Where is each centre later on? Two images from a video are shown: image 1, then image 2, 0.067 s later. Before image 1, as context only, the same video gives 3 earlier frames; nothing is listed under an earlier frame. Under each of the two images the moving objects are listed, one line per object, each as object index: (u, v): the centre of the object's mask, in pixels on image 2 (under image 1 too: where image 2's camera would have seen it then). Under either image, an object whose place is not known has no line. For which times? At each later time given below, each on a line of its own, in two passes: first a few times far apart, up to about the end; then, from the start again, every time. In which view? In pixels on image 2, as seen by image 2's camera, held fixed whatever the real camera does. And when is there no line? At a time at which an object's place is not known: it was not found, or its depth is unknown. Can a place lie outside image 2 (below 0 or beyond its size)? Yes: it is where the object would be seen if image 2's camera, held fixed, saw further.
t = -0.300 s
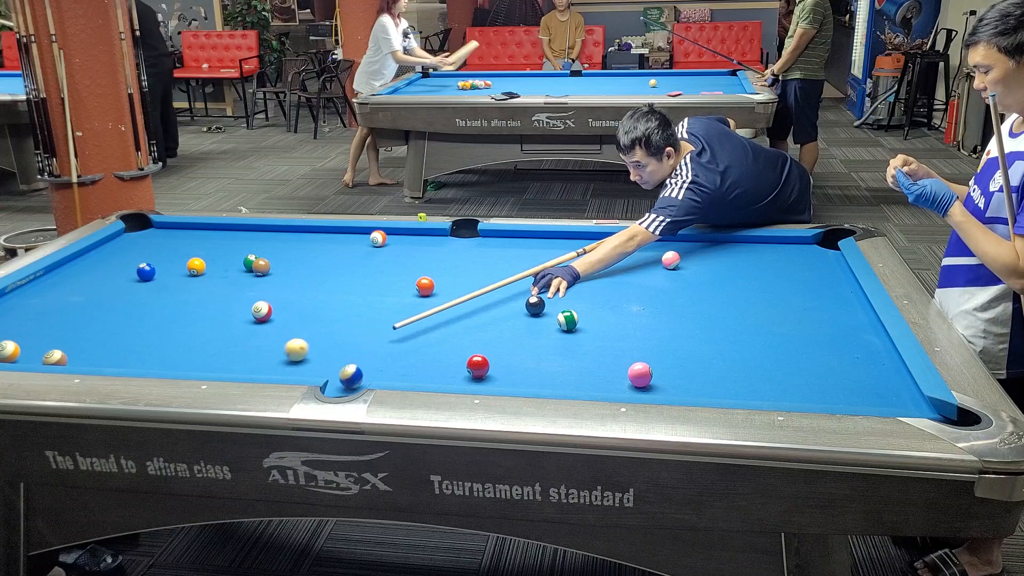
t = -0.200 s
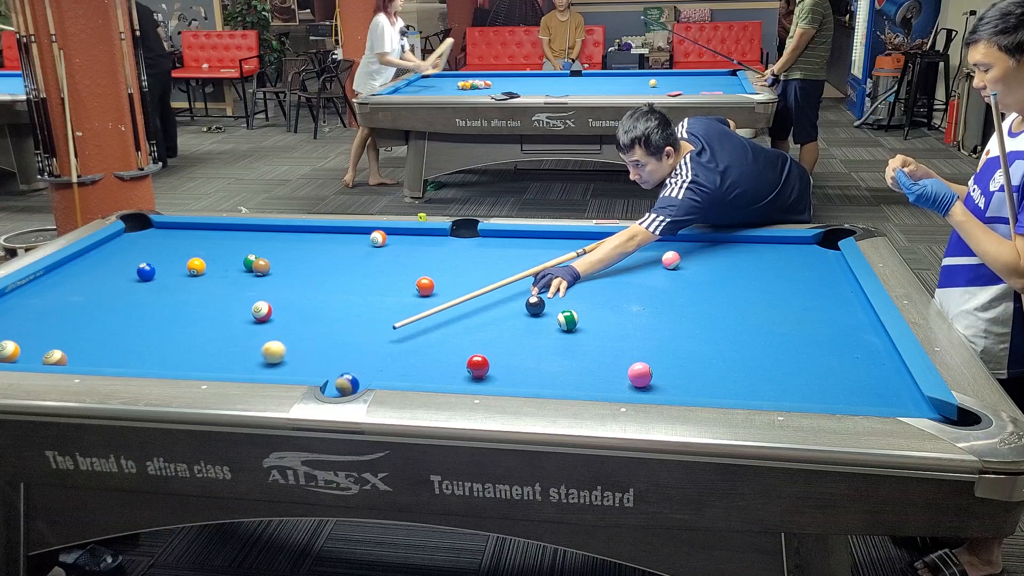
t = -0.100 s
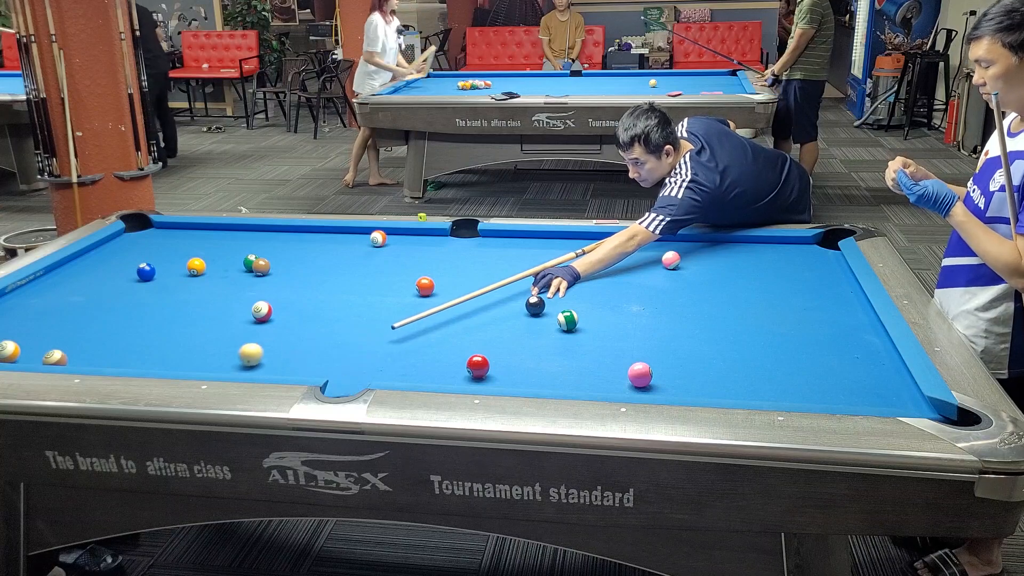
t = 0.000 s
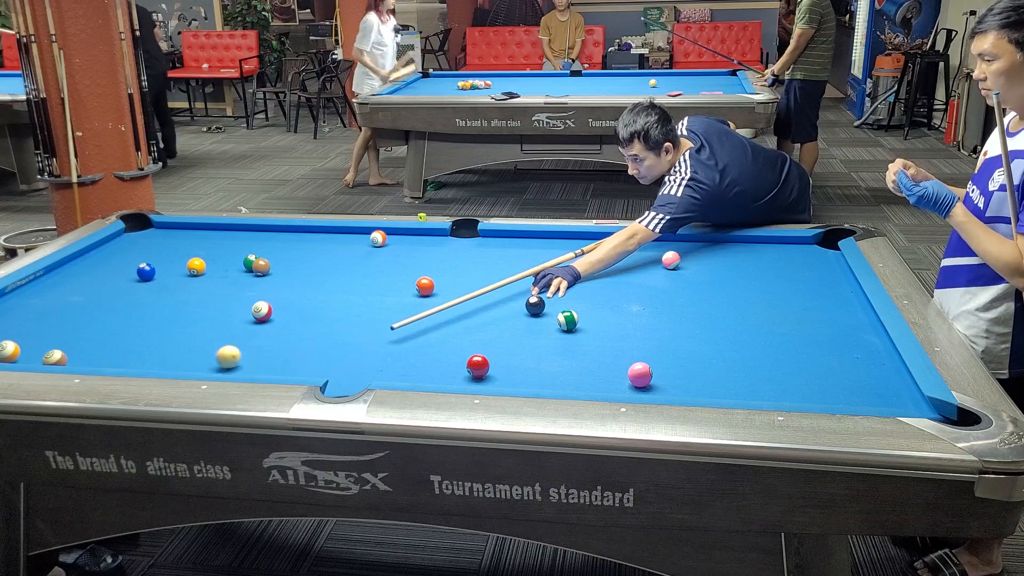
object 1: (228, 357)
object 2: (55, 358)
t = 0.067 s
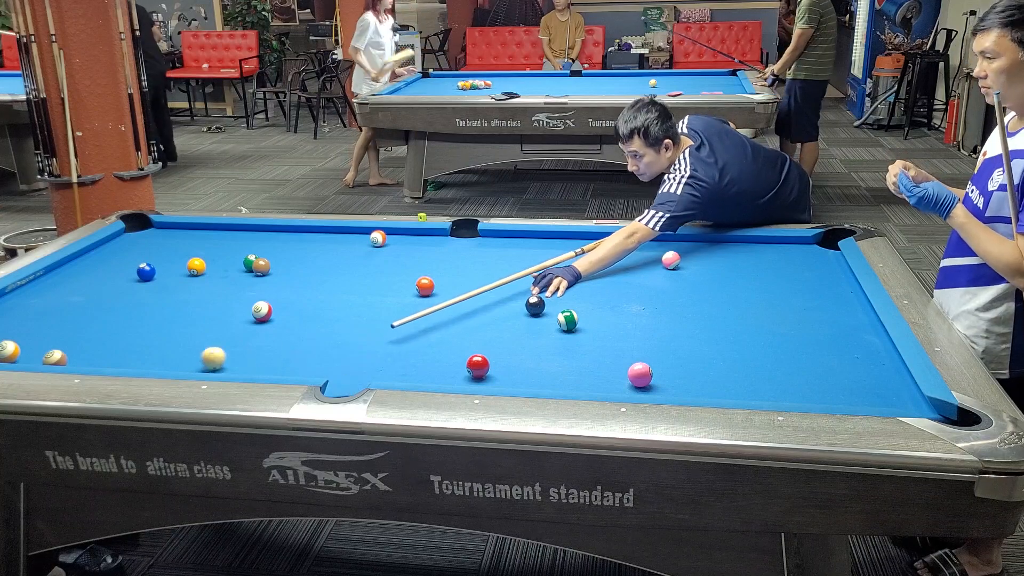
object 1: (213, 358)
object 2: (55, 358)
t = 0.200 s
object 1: (184, 361)
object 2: (55, 358)
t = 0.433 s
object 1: (133, 363)
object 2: (55, 358)
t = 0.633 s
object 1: (105, 361)
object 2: (55, 358)
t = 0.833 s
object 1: (83, 358)
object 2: (55, 358)
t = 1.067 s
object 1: (79, 354)
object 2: (39, 358)
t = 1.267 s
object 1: (78, 349)
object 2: (31, 358)
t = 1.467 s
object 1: (78, 344)
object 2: (25, 358)
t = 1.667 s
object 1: (77, 340)
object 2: (21, 357)
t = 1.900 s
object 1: (77, 336)
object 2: (16, 356)
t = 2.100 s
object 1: (77, 333)
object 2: (13, 356)
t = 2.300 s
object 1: (78, 331)
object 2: (13, 356)
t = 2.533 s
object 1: (78, 328)
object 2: (13, 356)
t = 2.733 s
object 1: (79, 327)
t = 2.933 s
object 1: (80, 325)
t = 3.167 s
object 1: (81, 325)
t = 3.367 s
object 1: (83, 324)
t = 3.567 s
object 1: (83, 324)
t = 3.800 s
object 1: (83, 324)
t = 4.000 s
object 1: (83, 324)
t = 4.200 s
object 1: (83, 324)
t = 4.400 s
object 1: (83, 324)
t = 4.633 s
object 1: (83, 324)
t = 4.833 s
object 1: (83, 324)
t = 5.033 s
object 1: (83, 324)
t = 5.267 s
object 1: (83, 324)
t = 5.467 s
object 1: (83, 324)
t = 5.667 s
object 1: (83, 324)
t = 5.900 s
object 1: (83, 324)
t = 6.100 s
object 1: (83, 324)
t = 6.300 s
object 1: (83, 324)
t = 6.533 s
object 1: (83, 324)
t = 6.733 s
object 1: (83, 324)
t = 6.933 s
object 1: (83, 324)
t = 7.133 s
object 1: (83, 324)
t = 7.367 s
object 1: (83, 324)
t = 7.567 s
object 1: (83, 324)
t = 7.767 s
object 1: (83, 324)
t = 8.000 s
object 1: (83, 324)
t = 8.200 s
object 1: (83, 324)
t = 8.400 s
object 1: (83, 324)
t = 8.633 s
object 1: (83, 324)
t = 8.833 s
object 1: (83, 324)
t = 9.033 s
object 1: (83, 324)
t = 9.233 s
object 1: (83, 324)
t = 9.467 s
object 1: (83, 324)
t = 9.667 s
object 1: (83, 324)
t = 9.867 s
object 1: (83, 324)
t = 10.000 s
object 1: (83, 324)
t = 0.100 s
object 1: (206, 359)
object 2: (55, 358)
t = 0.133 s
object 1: (199, 360)
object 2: (55, 358)
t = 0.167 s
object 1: (191, 360)
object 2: (55, 358)
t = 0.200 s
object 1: (184, 361)
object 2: (55, 358)
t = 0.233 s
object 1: (176, 361)
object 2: (55, 358)
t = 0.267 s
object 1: (169, 361)
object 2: (55, 358)
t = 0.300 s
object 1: (162, 362)
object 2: (55, 358)
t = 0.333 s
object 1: (155, 362)
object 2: (55, 358)
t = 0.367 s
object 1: (147, 362)
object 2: (55, 358)
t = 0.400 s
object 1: (140, 362)
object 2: (55, 358)
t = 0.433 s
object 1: (133, 363)
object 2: (55, 358)
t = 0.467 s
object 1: (125, 363)
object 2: (55, 358)
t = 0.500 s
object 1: (121, 363)
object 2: (55, 358)
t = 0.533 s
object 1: (117, 362)
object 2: (55, 358)
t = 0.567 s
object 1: (113, 362)
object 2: (55, 358)
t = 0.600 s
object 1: (109, 361)
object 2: (55, 358)
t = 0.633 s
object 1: (105, 361)
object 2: (55, 358)
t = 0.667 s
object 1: (101, 360)
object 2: (55, 358)
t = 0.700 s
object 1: (98, 360)
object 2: (55, 358)
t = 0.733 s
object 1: (94, 359)
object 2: (55, 358)
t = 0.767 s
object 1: (90, 359)
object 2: (55, 358)
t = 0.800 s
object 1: (87, 358)
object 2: (55, 358)
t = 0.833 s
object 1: (83, 358)
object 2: (55, 358)
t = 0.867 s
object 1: (80, 358)
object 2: (55, 358)
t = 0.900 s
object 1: (80, 357)
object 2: (52, 358)
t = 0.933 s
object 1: (80, 357)
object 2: (49, 358)
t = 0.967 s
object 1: (80, 356)
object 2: (47, 358)
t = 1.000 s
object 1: (79, 355)
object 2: (44, 358)
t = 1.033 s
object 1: (79, 355)
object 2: (42, 358)
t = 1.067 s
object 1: (79, 354)
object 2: (39, 358)
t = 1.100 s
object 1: (79, 353)
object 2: (37, 359)
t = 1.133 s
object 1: (79, 352)
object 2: (35, 359)
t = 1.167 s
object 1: (79, 351)
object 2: (34, 358)
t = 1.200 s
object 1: (78, 350)
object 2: (33, 358)
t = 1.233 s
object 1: (78, 350)
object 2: (32, 358)
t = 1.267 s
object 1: (78, 349)
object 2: (31, 358)
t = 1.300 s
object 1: (78, 348)
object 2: (30, 358)
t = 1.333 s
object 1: (78, 347)
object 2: (29, 358)
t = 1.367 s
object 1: (78, 347)
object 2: (28, 358)
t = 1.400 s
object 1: (78, 346)
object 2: (27, 358)
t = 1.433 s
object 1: (78, 345)
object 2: (26, 358)
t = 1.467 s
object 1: (78, 344)
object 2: (25, 358)
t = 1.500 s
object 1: (77, 344)
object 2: (25, 358)
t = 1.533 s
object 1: (77, 343)
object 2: (23, 357)
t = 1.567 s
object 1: (77, 342)
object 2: (23, 357)
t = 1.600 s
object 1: (77, 342)
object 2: (22, 357)
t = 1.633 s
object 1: (77, 341)
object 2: (21, 357)
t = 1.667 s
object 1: (77, 340)
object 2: (21, 357)
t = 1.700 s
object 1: (77, 340)
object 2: (20, 357)
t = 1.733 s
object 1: (77, 339)
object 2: (19, 357)
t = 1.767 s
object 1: (77, 339)
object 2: (19, 357)
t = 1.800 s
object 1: (77, 338)
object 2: (18, 357)
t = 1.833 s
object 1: (77, 337)
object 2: (17, 357)
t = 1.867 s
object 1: (77, 337)
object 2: (16, 356)
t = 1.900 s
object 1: (77, 336)
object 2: (16, 356)
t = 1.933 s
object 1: (77, 336)
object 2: (16, 356)
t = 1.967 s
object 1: (77, 335)
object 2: (15, 356)
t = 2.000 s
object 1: (77, 335)
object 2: (14, 356)
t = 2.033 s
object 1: (77, 334)
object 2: (14, 356)
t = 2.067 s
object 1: (77, 334)
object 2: (14, 356)
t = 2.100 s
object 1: (77, 333)
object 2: (13, 356)
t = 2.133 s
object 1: (77, 333)
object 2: (13, 356)
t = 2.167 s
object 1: (77, 332)
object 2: (13, 356)
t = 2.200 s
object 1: (78, 332)
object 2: (13, 356)
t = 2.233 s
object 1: (78, 332)
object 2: (13, 356)
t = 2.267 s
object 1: (78, 331)
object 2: (13, 356)
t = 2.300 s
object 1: (78, 331)
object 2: (13, 356)
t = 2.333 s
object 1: (78, 330)
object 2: (13, 356)
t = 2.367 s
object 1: (78, 330)
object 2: (13, 356)
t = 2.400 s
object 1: (78, 330)
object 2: (13, 356)
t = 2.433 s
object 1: (78, 329)
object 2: (13, 356)
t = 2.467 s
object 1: (78, 329)
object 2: (13, 356)
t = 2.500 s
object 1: (78, 329)
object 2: (13, 356)
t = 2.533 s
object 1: (78, 328)
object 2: (13, 356)
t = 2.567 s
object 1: (79, 328)
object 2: (13, 356)
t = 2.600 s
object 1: (79, 328)
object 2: (13, 356)
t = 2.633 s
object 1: (79, 327)
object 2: (13, 356)
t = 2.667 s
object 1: (79, 327)
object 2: (13, 356)
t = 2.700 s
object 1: (79, 327)
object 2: (13, 356)
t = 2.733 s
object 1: (79, 327)
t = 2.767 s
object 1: (79, 326)
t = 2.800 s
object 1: (80, 326)
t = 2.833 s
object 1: (80, 326)
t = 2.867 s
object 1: (80, 326)
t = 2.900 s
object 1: (80, 326)
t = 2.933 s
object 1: (80, 325)
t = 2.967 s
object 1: (80, 325)
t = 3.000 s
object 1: (80, 325)
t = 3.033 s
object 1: (80, 325)
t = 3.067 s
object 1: (80, 325)
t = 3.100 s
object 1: (81, 325)
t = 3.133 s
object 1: (81, 325)
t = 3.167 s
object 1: (81, 325)
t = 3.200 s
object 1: (81, 324)
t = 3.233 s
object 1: (82, 324)
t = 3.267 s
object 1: (82, 324)
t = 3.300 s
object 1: (82, 324)
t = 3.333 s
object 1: (82, 324)
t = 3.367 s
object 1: (83, 324)
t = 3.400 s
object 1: (83, 324)
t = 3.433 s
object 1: (83, 324)
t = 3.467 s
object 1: (83, 324)
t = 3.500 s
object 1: (83, 324)
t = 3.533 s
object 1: (83, 324)
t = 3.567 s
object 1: (83, 324)
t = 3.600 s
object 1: (83, 324)
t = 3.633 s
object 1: (83, 324)
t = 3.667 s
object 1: (83, 324)
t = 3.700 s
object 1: (83, 324)
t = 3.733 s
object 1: (83, 324)
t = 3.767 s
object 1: (83, 324)
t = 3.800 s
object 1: (83, 324)
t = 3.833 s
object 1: (83, 324)
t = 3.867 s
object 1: (83, 324)
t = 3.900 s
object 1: (83, 324)
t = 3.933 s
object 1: (83, 324)
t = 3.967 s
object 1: (83, 324)
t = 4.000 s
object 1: (83, 324)
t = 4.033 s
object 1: (83, 324)
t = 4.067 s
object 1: (83, 324)
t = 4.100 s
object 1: (83, 324)
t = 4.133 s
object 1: (83, 324)
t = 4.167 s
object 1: (83, 324)
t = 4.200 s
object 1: (83, 324)
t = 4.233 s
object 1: (83, 324)
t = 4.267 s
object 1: (83, 324)
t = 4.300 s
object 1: (83, 324)
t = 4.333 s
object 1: (83, 324)
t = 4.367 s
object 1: (83, 324)
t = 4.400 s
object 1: (83, 324)
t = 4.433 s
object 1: (83, 324)
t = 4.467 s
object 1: (83, 324)
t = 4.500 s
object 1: (83, 324)
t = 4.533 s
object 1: (83, 324)
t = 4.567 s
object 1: (83, 324)
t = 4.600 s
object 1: (83, 324)
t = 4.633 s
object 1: (83, 324)
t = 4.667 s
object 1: (83, 324)
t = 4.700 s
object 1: (83, 324)
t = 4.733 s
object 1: (83, 324)
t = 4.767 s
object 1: (83, 324)
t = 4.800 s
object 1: (83, 324)
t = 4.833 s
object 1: (83, 324)
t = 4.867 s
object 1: (83, 324)
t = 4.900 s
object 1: (83, 324)
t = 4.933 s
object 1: (83, 324)
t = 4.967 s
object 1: (83, 324)
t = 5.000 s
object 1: (83, 324)
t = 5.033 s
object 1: (83, 324)
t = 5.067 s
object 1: (83, 324)
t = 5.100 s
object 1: (83, 324)
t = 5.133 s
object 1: (83, 324)
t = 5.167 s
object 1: (83, 324)
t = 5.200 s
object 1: (83, 324)
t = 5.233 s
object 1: (83, 324)
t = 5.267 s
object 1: (83, 324)
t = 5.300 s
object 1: (83, 324)
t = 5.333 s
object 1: (83, 324)
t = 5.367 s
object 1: (83, 324)
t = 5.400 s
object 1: (83, 324)
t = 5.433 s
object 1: (83, 324)
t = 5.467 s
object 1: (83, 324)
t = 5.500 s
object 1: (83, 324)
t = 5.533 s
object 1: (83, 324)
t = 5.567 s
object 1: (83, 324)
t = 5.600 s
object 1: (83, 324)
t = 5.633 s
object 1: (83, 324)
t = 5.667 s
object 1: (83, 324)
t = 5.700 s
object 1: (83, 324)
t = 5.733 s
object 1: (83, 324)
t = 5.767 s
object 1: (83, 324)
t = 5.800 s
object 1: (83, 324)
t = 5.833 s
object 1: (83, 324)
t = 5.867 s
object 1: (83, 324)
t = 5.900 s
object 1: (83, 324)
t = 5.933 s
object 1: (83, 324)
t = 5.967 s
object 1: (83, 324)
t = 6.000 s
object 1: (83, 324)
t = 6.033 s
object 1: (83, 324)
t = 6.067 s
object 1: (83, 324)
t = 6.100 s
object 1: (83, 324)
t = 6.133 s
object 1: (83, 324)
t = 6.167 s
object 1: (83, 324)
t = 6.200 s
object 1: (83, 324)
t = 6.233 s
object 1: (83, 324)
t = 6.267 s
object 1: (83, 324)
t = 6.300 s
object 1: (83, 324)
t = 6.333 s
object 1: (83, 324)
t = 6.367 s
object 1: (83, 324)
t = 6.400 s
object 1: (83, 324)
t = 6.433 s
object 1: (83, 324)
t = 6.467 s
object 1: (83, 324)
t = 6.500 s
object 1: (83, 324)
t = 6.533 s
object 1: (83, 324)
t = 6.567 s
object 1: (83, 324)
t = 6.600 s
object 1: (83, 324)
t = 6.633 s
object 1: (83, 324)
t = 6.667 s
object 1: (83, 324)
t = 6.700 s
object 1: (83, 324)
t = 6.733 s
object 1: (83, 324)
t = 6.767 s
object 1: (83, 324)
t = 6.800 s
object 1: (83, 324)
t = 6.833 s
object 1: (83, 324)
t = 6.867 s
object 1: (83, 324)
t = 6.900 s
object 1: (83, 324)
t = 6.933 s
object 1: (83, 324)
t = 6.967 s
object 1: (83, 324)
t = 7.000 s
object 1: (83, 324)
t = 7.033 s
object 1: (83, 324)
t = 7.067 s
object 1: (83, 324)
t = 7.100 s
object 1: (83, 324)
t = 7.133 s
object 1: (83, 324)
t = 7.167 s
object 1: (83, 324)
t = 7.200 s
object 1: (83, 324)
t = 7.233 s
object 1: (83, 324)
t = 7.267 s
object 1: (83, 324)
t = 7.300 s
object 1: (83, 324)
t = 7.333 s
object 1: (83, 324)
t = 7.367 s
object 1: (83, 324)
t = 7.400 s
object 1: (83, 324)
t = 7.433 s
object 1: (83, 324)
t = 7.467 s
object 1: (83, 324)
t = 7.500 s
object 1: (83, 324)
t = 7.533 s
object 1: (83, 324)
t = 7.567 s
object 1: (83, 324)
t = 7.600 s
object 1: (83, 324)
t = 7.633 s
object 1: (83, 324)
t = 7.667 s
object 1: (83, 324)
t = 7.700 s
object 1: (83, 324)
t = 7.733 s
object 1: (83, 324)
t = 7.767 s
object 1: (83, 324)
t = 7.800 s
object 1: (83, 324)
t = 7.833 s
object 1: (83, 324)
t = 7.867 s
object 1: (83, 324)
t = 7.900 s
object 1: (83, 324)
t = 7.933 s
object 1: (83, 324)
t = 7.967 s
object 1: (83, 324)
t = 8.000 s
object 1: (83, 324)
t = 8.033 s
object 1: (83, 324)
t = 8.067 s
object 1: (83, 324)
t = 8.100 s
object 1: (83, 324)
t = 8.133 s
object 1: (83, 324)
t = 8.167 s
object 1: (83, 324)
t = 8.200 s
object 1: (83, 324)
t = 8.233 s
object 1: (83, 324)
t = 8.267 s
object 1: (83, 324)
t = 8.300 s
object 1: (83, 324)
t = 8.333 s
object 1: (83, 324)
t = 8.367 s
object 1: (83, 324)
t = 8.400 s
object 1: (83, 324)
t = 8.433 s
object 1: (83, 324)
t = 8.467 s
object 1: (83, 324)
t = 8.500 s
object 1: (83, 324)
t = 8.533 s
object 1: (83, 324)
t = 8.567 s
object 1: (83, 324)
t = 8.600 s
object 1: (83, 324)
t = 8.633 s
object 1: (83, 324)
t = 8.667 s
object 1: (83, 324)
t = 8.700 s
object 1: (83, 324)
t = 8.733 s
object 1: (83, 324)
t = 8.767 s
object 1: (83, 324)
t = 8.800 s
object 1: (83, 324)
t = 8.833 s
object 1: (83, 324)
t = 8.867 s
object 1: (83, 324)
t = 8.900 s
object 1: (83, 324)
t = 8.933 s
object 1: (83, 324)
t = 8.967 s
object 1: (83, 324)
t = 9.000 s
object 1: (83, 324)
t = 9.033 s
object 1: (83, 324)
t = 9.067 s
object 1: (83, 324)
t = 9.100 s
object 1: (83, 324)
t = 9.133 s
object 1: (83, 324)
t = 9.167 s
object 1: (83, 324)
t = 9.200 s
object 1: (83, 324)
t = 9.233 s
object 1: (83, 324)
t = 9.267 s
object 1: (83, 324)
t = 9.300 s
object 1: (83, 324)
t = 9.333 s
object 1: (83, 324)
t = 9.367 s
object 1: (83, 324)
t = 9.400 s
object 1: (83, 324)
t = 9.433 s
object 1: (83, 324)
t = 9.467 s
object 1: (83, 324)
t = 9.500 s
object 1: (83, 324)
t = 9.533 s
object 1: (83, 324)
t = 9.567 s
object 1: (83, 324)
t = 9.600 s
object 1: (83, 324)
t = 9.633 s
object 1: (83, 324)
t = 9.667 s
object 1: (83, 324)
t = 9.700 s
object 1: (83, 324)
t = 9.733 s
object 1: (83, 324)
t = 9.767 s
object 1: (83, 324)
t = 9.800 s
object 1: (83, 324)
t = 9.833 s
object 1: (83, 324)
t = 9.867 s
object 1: (83, 324)
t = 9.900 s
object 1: (83, 324)
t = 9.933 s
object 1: (83, 324)
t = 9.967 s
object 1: (83, 324)
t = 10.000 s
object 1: (83, 324)
